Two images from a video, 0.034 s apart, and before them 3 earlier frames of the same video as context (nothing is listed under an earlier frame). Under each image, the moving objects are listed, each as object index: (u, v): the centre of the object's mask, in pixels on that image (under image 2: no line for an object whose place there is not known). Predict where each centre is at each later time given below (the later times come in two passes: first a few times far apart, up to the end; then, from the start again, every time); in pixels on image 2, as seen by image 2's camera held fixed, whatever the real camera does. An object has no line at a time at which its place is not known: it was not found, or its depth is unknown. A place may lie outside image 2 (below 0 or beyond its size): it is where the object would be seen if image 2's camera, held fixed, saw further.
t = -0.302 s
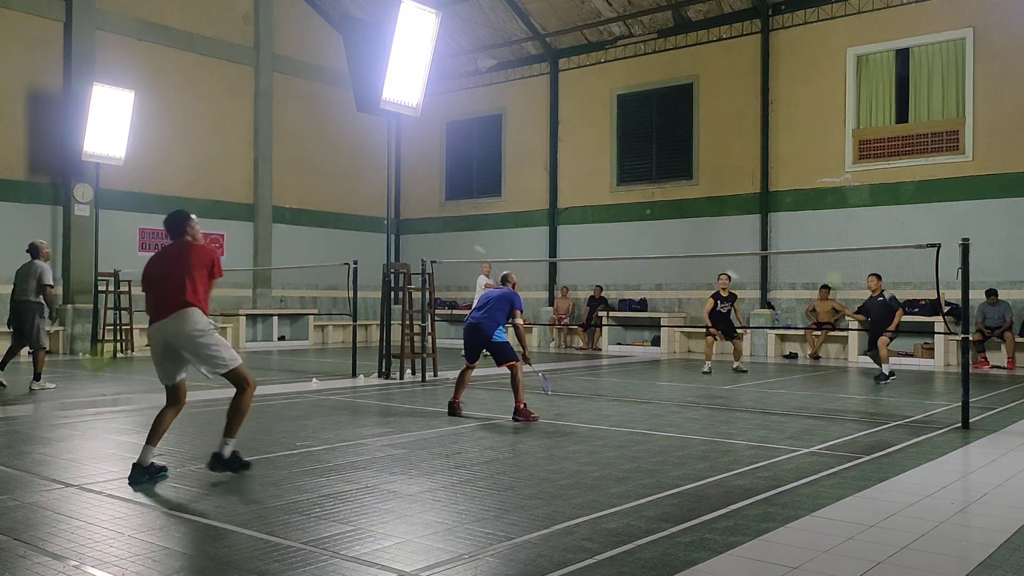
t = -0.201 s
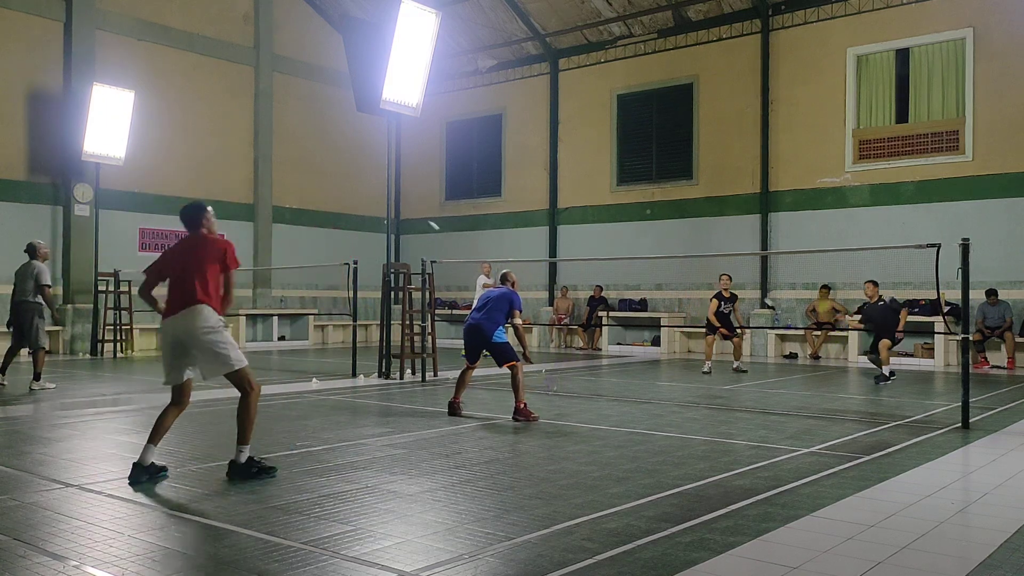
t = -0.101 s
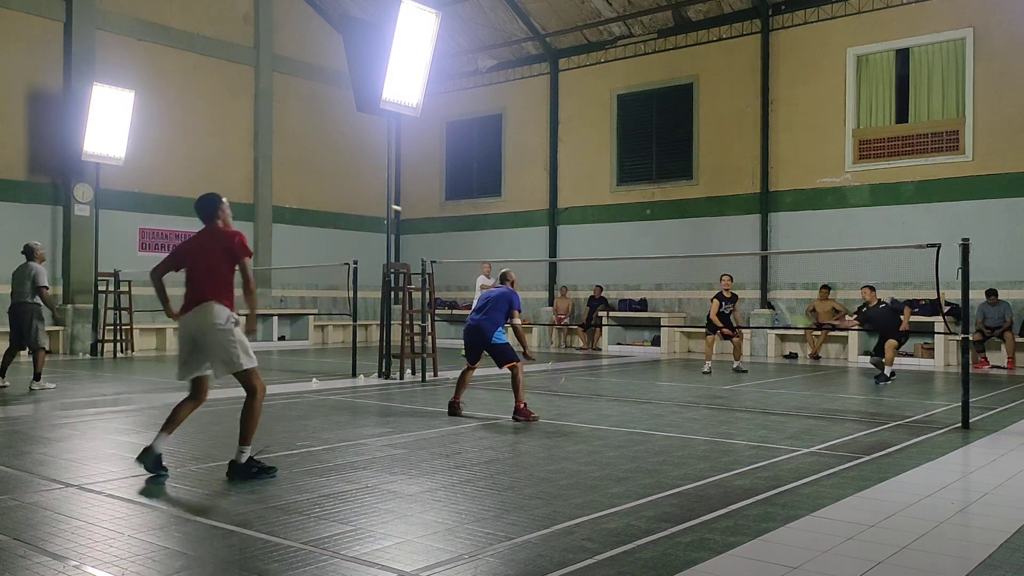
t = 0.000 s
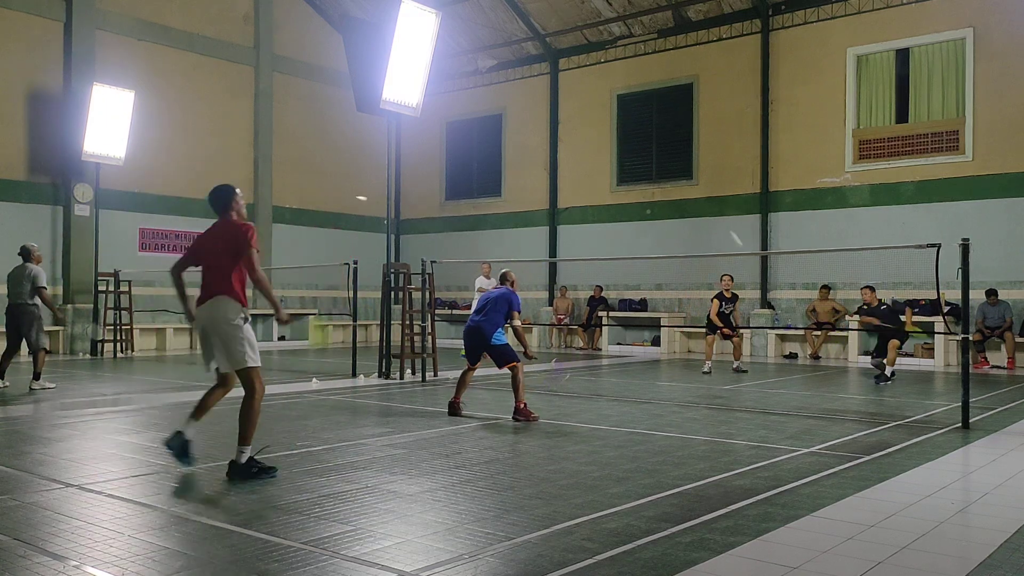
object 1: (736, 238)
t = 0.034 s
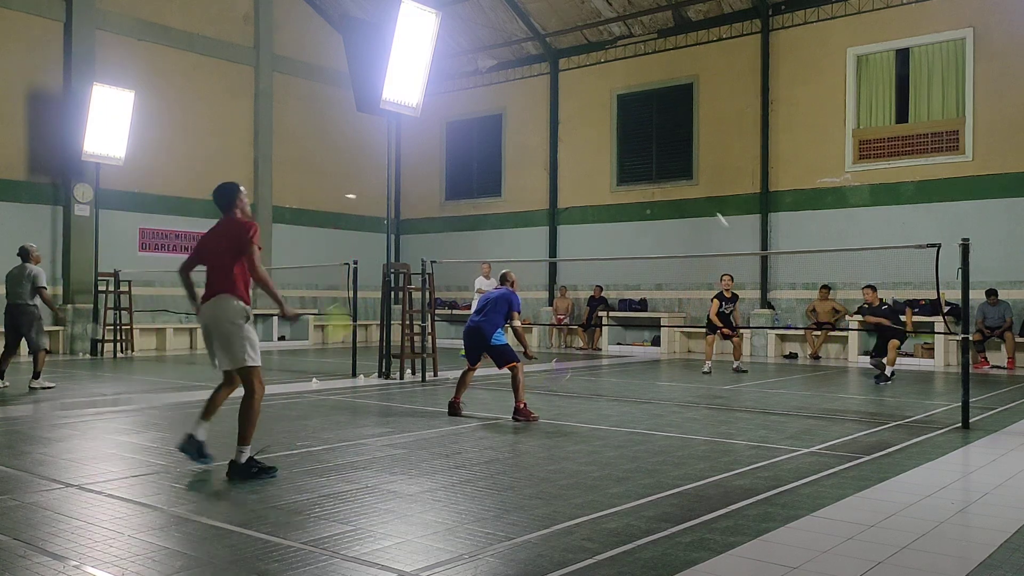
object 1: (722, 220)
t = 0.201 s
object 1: (660, 150)
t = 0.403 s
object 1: (591, 111)
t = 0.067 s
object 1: (709, 204)
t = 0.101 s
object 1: (696, 188)
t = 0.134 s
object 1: (684, 174)
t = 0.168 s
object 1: (671, 161)
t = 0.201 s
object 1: (660, 150)
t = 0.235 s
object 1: (648, 141)
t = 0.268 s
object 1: (637, 132)
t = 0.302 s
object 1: (625, 125)
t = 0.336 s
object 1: (614, 118)
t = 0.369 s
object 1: (603, 114)
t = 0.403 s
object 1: (591, 111)
